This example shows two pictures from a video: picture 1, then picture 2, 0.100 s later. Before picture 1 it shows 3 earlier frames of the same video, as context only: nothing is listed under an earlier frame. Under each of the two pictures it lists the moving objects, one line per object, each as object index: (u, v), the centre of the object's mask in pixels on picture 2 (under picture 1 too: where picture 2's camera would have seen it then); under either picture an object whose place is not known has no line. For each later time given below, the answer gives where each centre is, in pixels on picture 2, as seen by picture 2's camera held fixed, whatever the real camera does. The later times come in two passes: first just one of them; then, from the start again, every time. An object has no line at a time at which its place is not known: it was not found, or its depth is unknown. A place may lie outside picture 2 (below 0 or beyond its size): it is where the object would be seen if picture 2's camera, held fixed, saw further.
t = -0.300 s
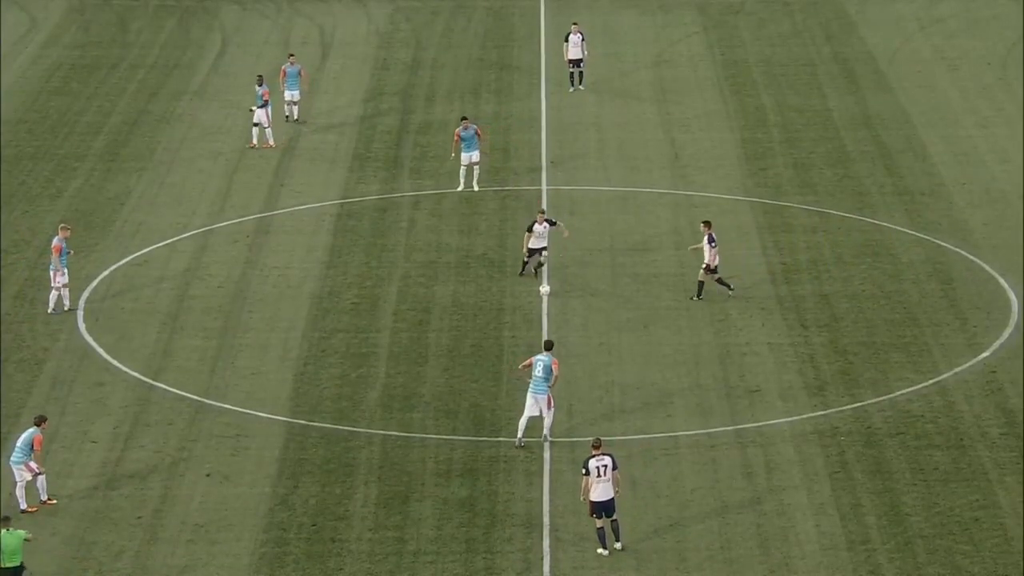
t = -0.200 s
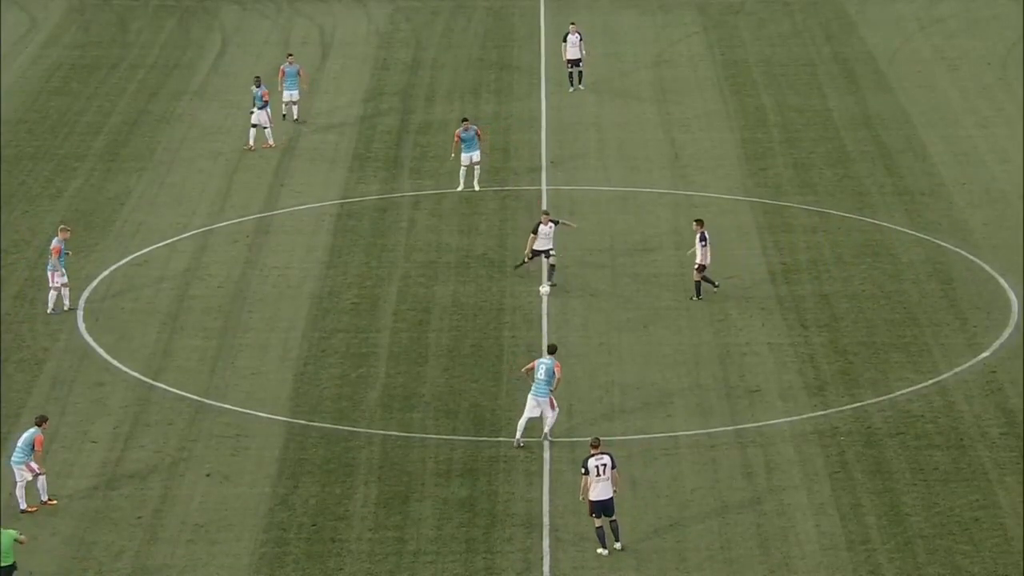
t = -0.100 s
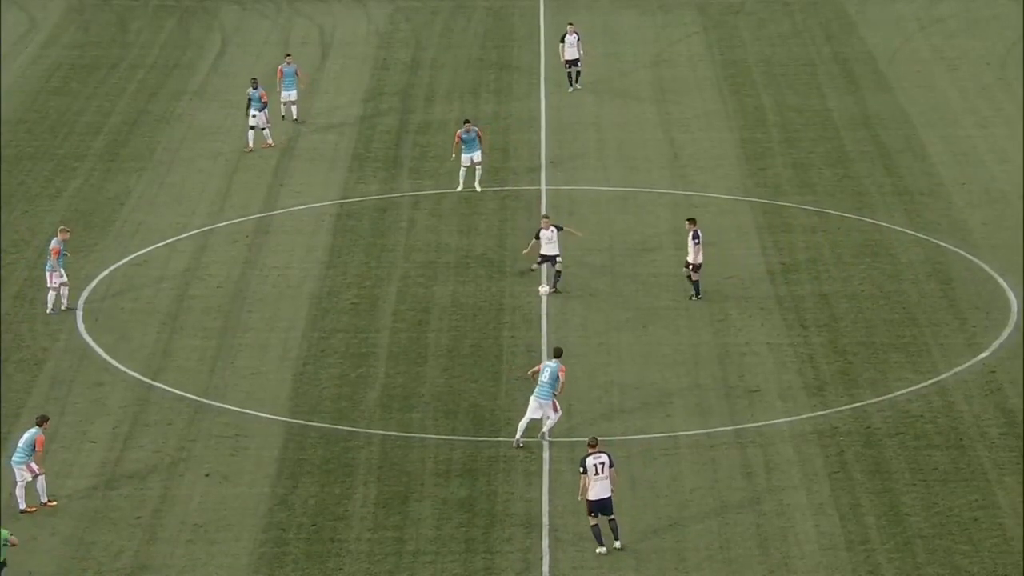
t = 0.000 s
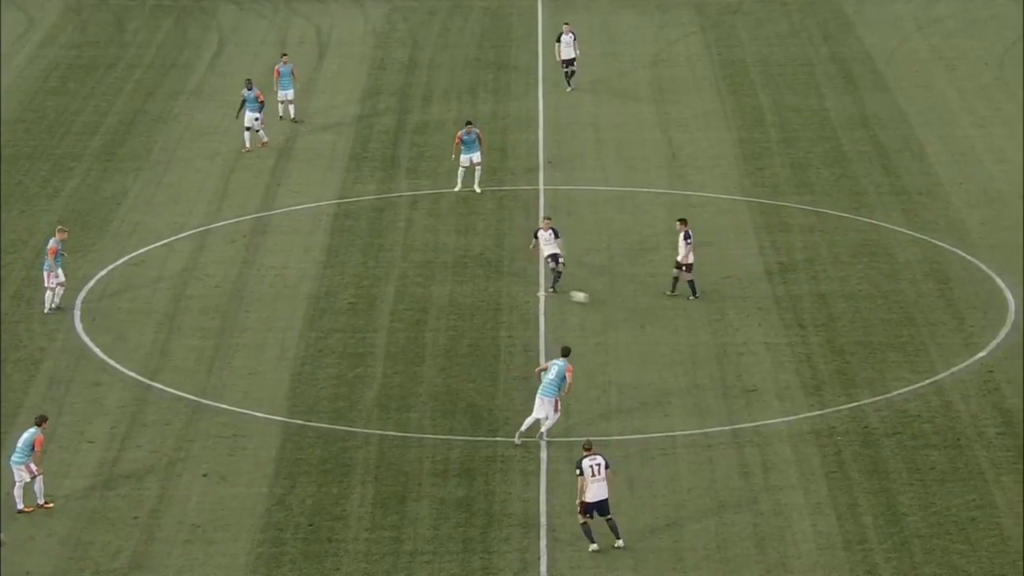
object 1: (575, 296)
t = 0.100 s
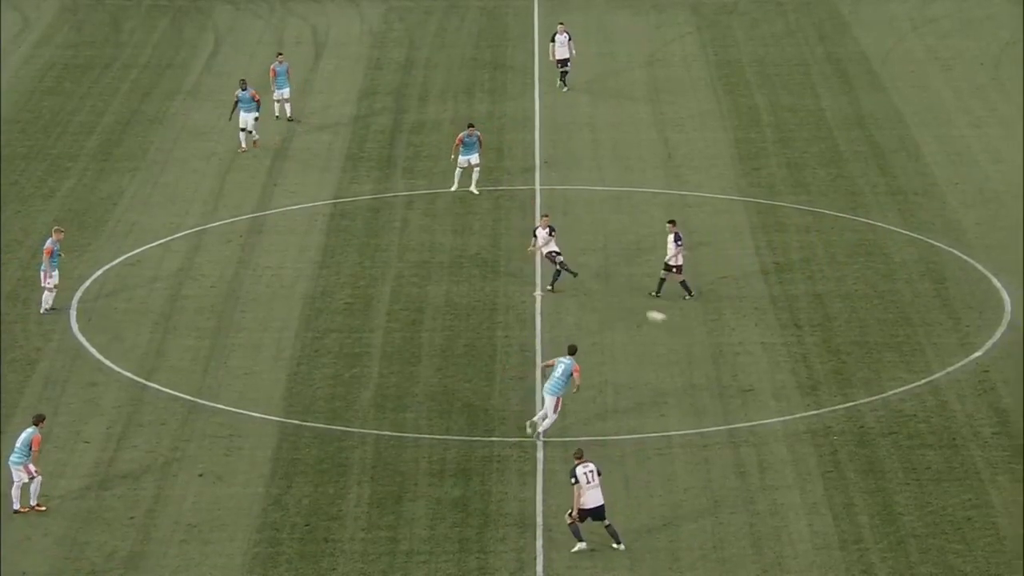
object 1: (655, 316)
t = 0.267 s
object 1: (796, 360)
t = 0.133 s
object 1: (684, 325)
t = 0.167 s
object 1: (712, 335)
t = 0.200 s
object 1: (740, 345)
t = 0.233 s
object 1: (770, 355)
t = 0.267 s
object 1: (796, 360)
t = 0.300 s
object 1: (822, 365)
